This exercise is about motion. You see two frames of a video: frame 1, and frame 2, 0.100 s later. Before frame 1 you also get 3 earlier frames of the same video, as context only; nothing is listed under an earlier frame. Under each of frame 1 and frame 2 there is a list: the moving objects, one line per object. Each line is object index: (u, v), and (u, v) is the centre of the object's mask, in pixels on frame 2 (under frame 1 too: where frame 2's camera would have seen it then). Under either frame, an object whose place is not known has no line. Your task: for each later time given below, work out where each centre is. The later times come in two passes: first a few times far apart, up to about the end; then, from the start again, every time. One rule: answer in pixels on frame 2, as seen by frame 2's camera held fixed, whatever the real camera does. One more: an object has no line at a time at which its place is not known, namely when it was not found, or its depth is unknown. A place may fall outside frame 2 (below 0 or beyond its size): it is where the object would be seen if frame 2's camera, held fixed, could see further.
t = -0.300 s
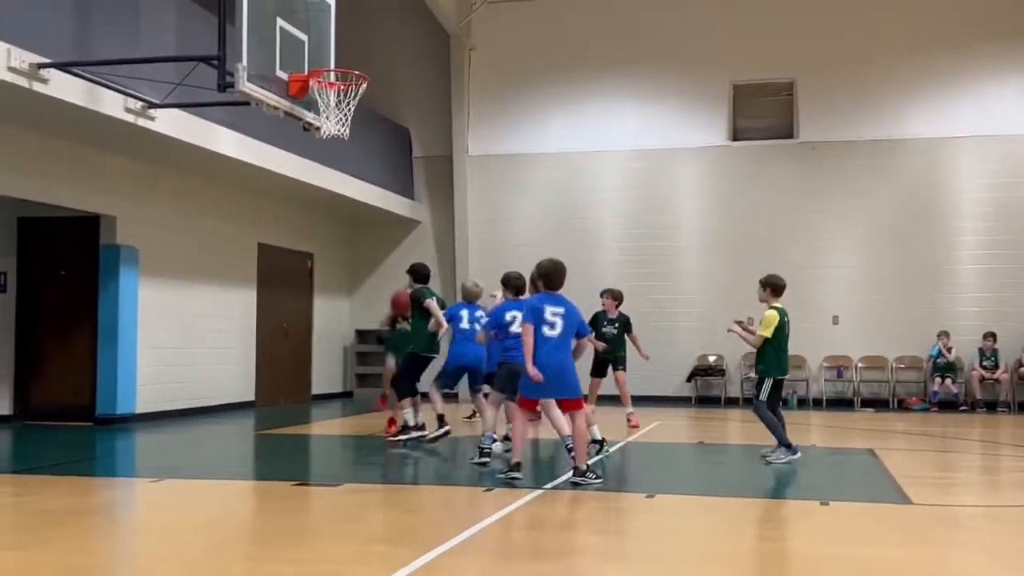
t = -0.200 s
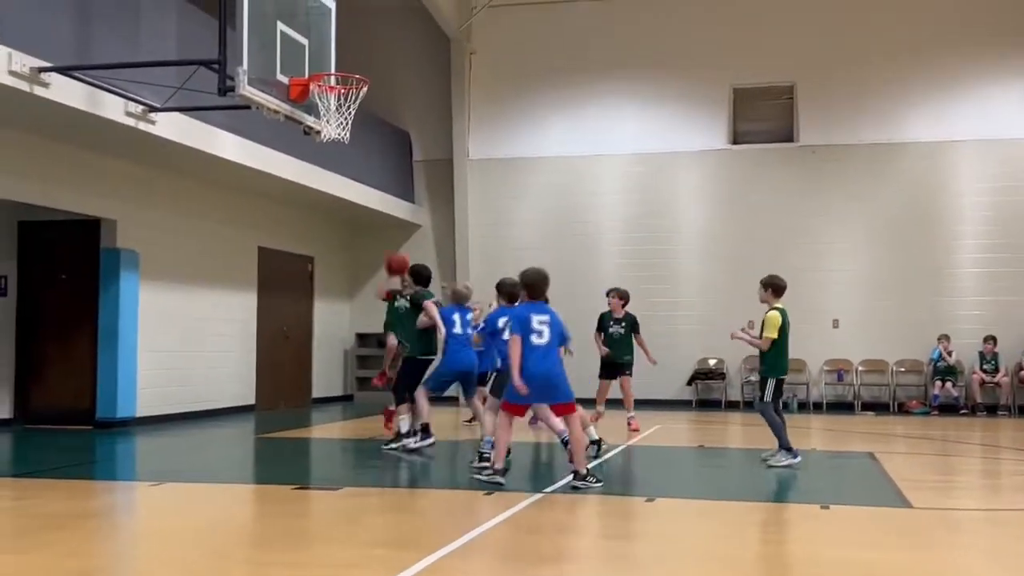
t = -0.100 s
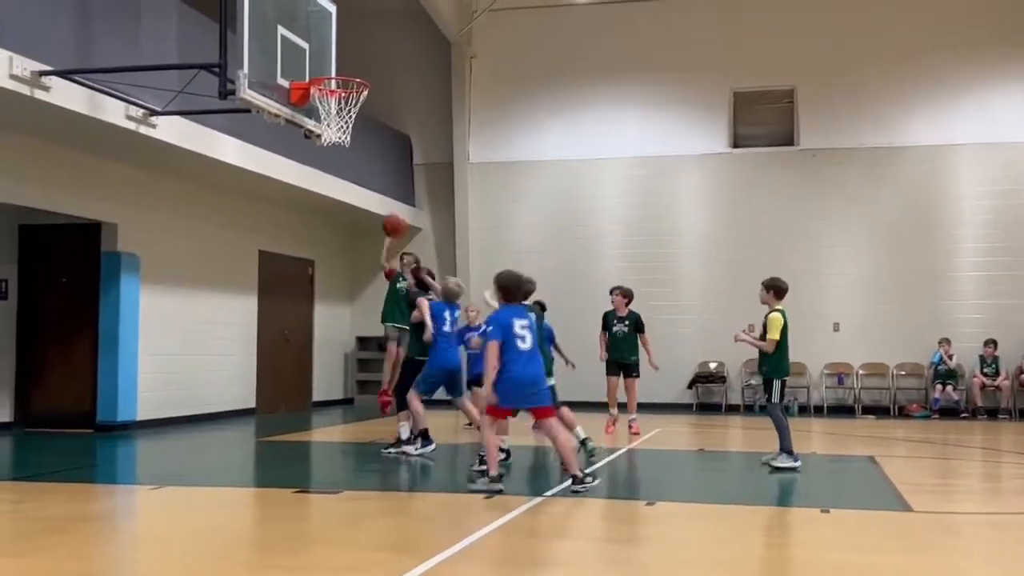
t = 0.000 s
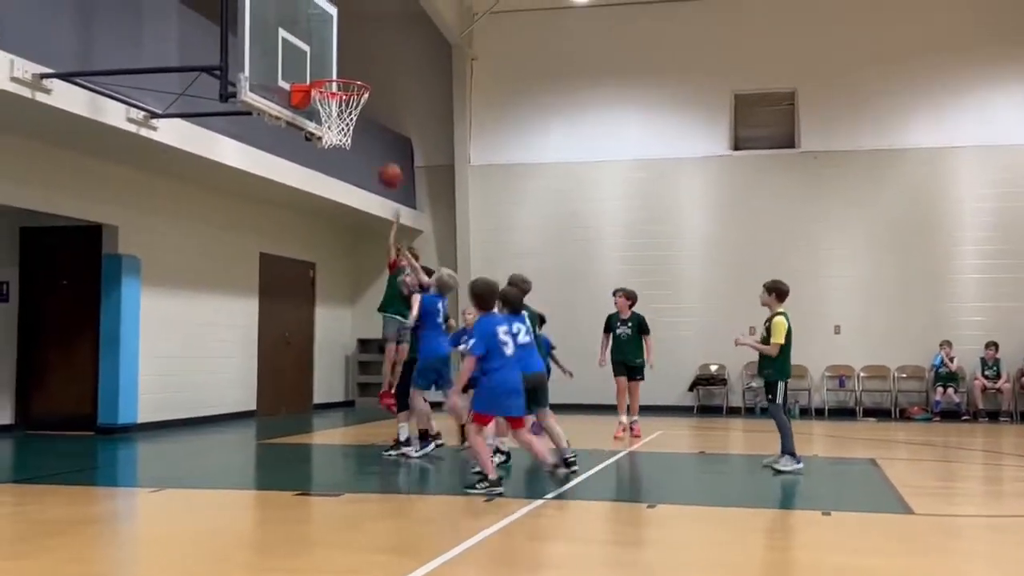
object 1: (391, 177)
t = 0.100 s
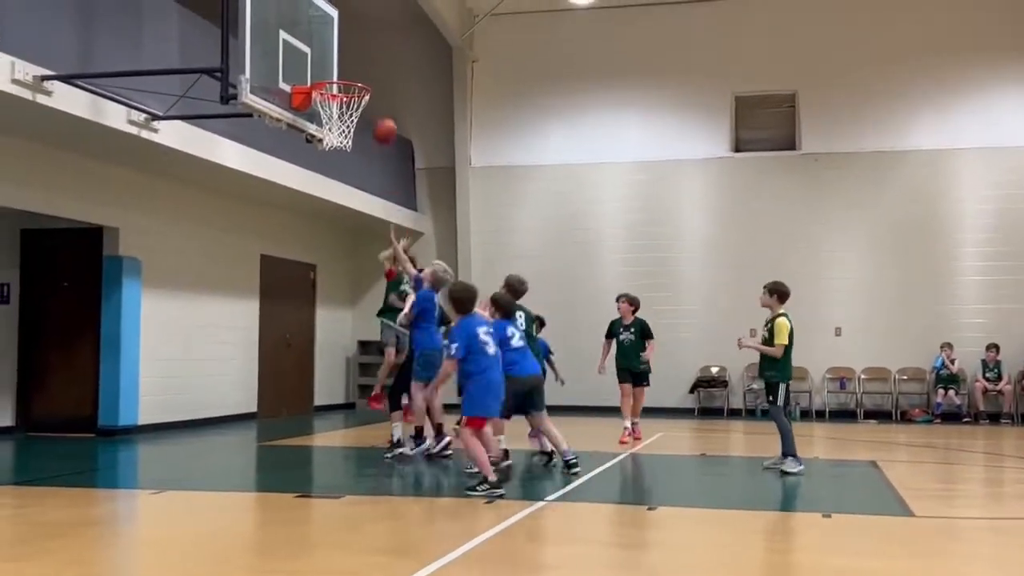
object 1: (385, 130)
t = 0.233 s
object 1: (379, 84)
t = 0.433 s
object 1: (366, 48)
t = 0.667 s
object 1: (350, 59)
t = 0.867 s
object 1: (338, 79)
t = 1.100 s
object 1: (326, 103)
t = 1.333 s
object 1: (313, 133)
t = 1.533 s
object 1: (323, 178)
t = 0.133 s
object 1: (383, 117)
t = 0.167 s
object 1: (382, 106)
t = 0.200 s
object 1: (380, 95)
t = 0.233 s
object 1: (379, 84)
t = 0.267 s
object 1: (375, 76)
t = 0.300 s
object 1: (373, 68)
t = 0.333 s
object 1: (371, 61)
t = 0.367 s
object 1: (370, 55)
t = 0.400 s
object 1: (368, 51)
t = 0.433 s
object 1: (366, 48)
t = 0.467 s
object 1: (364, 46)
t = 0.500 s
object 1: (361, 44)
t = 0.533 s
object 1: (359, 44)
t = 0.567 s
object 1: (357, 45)
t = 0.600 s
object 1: (355, 49)
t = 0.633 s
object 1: (353, 53)
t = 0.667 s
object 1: (350, 59)
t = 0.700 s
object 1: (348, 65)
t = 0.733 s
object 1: (346, 71)
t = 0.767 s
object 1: (343, 74)
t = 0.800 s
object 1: (341, 76)
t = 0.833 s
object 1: (338, 78)
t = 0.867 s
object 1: (338, 79)
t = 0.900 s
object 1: (342, 85)
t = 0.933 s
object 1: (349, 79)
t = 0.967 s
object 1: (352, 90)
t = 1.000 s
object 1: (349, 91)
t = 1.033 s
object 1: (339, 95)
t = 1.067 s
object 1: (333, 98)
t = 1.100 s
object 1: (326, 103)
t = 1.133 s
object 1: (319, 106)
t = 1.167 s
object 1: (316, 111)
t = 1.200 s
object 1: (312, 113)
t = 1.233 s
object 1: (312, 114)
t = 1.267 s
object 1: (311, 118)
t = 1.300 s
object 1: (311, 129)
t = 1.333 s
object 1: (313, 133)
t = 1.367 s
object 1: (314, 137)
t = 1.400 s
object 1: (316, 142)
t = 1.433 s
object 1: (318, 148)
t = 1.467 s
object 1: (320, 155)
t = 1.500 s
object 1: (322, 165)
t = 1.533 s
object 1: (323, 178)
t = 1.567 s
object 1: (323, 192)
